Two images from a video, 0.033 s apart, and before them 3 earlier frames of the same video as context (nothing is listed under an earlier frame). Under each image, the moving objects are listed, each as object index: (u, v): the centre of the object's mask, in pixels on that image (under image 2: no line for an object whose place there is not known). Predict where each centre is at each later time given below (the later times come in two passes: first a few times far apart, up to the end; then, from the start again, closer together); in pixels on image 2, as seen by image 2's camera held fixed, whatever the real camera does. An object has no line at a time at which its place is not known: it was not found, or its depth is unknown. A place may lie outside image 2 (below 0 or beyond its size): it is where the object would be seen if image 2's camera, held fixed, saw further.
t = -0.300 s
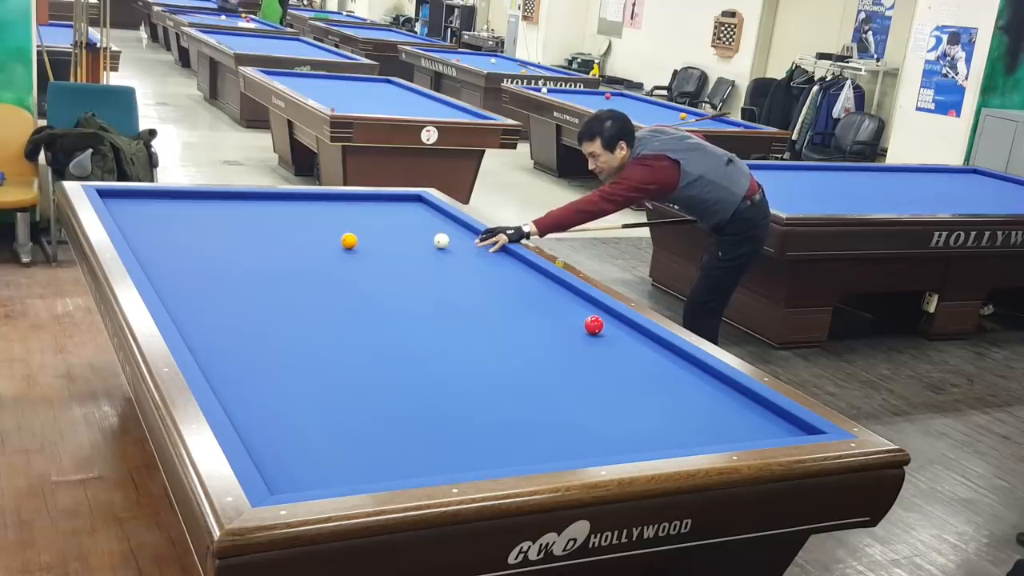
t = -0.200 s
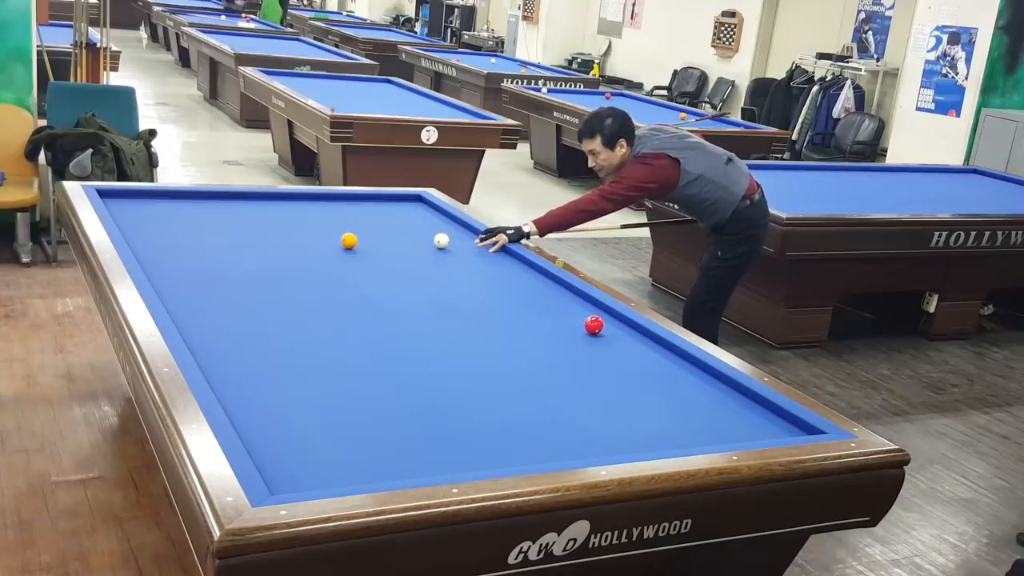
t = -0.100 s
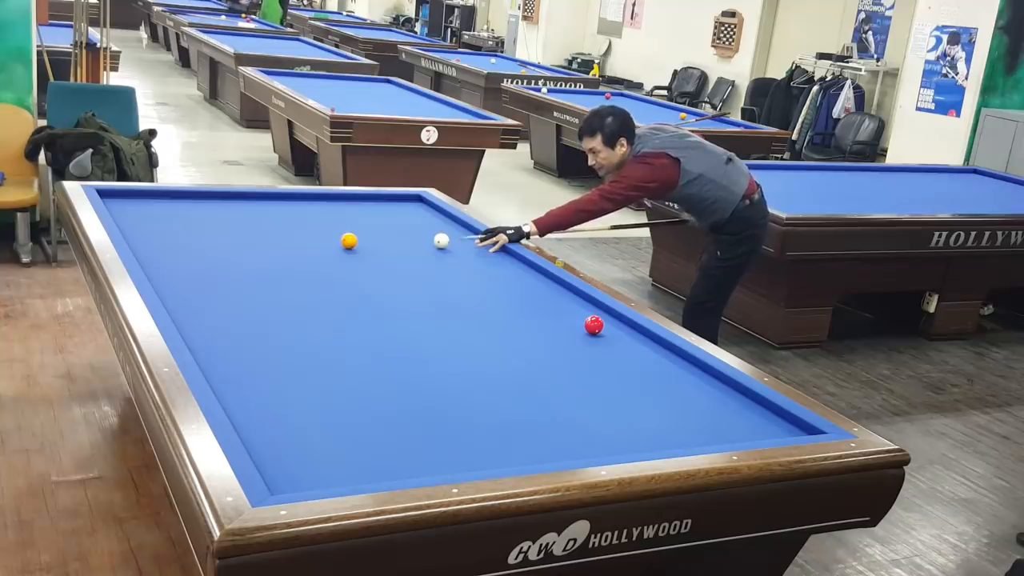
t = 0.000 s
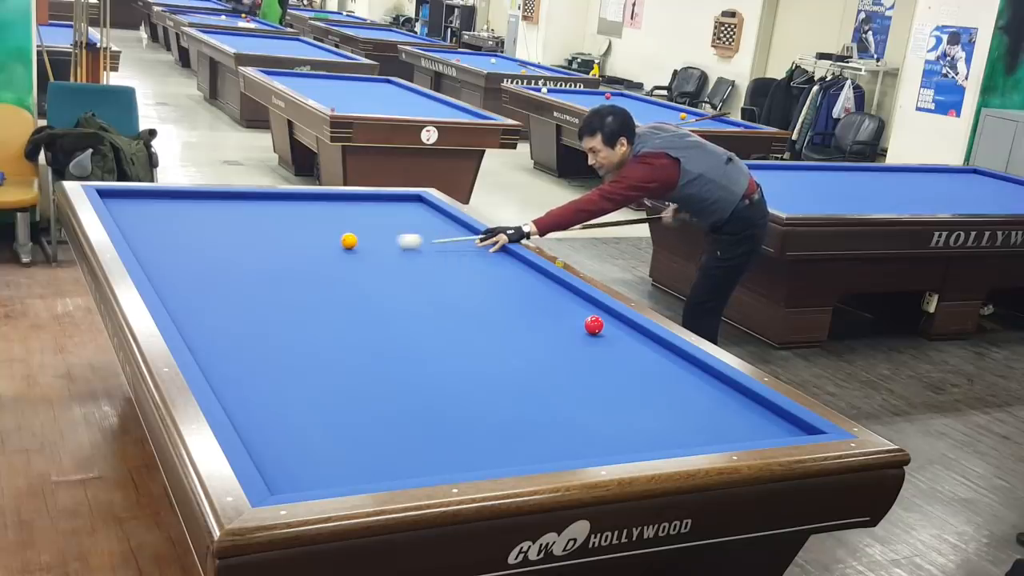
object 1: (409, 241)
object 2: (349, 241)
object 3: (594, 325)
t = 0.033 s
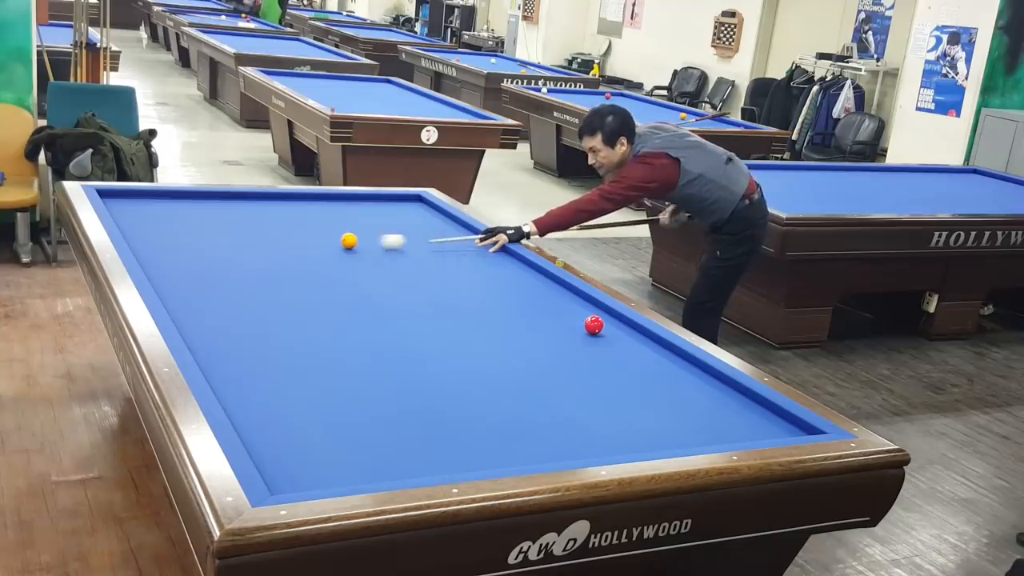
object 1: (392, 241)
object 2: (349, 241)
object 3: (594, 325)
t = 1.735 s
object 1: (302, 364)
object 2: (234, 196)
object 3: (594, 325)
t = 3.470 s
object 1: (602, 391)
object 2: (422, 211)
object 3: (594, 325)
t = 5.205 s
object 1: (603, 320)
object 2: (392, 226)
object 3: (567, 321)
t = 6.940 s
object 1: (568, 301)
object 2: (340, 238)
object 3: (473, 311)
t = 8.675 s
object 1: (552, 295)
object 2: (306, 247)
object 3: (420, 305)
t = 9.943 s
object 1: (553, 295)
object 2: (295, 249)
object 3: (406, 303)
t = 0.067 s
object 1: (376, 242)
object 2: (349, 241)
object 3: (594, 325)
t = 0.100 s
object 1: (364, 243)
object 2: (344, 239)
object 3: (594, 325)
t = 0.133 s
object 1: (361, 245)
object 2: (330, 238)
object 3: (594, 325)
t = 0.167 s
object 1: (359, 247)
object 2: (316, 236)
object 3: (594, 325)
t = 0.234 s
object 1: (352, 251)
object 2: (291, 234)
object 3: (594, 325)
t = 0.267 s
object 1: (347, 253)
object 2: (279, 232)
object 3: (594, 325)
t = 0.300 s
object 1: (343, 255)
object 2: (268, 231)
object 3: (594, 325)
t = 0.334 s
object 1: (338, 257)
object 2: (258, 230)
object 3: (594, 325)
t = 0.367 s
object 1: (333, 258)
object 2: (248, 229)
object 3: (594, 325)
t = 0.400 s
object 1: (328, 261)
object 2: (238, 228)
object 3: (594, 325)
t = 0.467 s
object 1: (318, 265)
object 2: (219, 225)
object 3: (594, 325)
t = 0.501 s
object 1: (313, 267)
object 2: (209, 224)
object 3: (594, 325)
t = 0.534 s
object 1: (308, 269)
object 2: (199, 223)
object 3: (594, 325)
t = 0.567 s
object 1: (302, 271)
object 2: (190, 222)
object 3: (594, 325)
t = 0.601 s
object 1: (297, 273)
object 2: (180, 220)
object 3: (594, 325)
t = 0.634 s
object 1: (292, 275)
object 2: (170, 219)
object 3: (594, 325)
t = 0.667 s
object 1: (286, 277)
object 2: (161, 218)
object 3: (594, 325)
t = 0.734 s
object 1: (275, 282)
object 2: (142, 216)
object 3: (594, 325)
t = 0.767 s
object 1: (269, 284)
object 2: (132, 215)
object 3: (594, 325)
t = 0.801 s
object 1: (263, 286)
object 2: (123, 213)
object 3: (594, 325)
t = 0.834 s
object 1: (257, 289)
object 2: (118, 212)
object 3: (594, 325)
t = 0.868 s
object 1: (251, 291)
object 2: (124, 212)
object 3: (594, 325)
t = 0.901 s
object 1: (245, 294)
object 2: (130, 211)
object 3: (594, 325)
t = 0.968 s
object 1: (232, 299)
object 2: (142, 210)
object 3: (594, 325)
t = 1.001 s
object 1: (226, 301)
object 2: (146, 209)
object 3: (594, 325)
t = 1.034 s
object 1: (219, 304)
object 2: (151, 209)
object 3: (594, 325)
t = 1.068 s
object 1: (212, 307)
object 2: (155, 208)
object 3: (594, 325)
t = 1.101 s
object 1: (206, 310)
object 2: (160, 207)
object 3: (594, 325)
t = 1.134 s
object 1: (198, 312)
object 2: (164, 206)
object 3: (594, 325)
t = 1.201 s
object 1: (184, 318)
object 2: (172, 205)
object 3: (594, 325)
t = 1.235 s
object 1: (184, 320)
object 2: (177, 205)
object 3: (594, 325)
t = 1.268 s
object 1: (193, 323)
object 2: (181, 204)
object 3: (594, 325)
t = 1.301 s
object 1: (202, 326)
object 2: (185, 203)
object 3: (594, 325)
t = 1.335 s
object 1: (210, 329)
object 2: (189, 203)
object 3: (594, 325)
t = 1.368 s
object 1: (217, 332)
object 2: (193, 202)
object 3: (594, 325)
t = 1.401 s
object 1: (224, 335)
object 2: (197, 202)
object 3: (594, 325)
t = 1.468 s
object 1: (239, 340)
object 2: (205, 200)
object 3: (594, 325)
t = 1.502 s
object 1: (247, 343)
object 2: (209, 200)
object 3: (594, 325)
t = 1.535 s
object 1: (255, 346)
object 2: (212, 199)
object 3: (594, 325)
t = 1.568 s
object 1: (262, 349)
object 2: (216, 199)
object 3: (594, 325)
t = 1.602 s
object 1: (270, 352)
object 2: (220, 198)
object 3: (594, 325)
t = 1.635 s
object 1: (278, 355)
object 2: (224, 198)
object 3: (594, 325)
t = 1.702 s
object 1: (293, 361)
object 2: (231, 197)
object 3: (594, 325)
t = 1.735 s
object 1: (302, 364)
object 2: (234, 196)
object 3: (594, 325)
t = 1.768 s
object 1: (310, 367)
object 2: (238, 196)
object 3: (594, 325)
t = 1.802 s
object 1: (318, 370)
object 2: (241, 195)
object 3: (594, 325)
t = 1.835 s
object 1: (326, 373)
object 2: (245, 195)
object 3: (594, 325)
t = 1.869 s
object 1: (334, 376)
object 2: (249, 194)
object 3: (594, 325)
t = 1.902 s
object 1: (342, 380)
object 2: (253, 195)
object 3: (594, 325)
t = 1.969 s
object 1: (359, 386)
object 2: (260, 196)
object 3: (594, 325)
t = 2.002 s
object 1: (367, 389)
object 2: (264, 196)
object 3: (594, 325)
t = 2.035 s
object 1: (376, 393)
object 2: (268, 196)
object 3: (594, 325)
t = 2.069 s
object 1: (384, 396)
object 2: (272, 197)
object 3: (594, 325)
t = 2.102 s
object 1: (393, 399)
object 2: (276, 197)
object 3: (594, 325)
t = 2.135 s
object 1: (402, 403)
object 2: (280, 197)
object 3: (594, 325)
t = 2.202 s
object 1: (419, 410)
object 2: (288, 198)
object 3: (594, 325)
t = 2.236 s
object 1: (428, 413)
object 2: (291, 198)
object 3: (594, 325)
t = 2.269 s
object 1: (437, 417)
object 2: (295, 199)
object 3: (594, 325)
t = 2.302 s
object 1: (446, 420)
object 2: (299, 199)
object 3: (594, 325)
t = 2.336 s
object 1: (456, 424)
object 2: (303, 200)
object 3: (594, 325)
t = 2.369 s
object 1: (465, 427)
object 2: (306, 200)
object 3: (594, 325)
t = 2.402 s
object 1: (474, 431)
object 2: (310, 200)
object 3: (594, 325)
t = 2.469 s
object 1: (493, 438)
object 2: (317, 201)
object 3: (594, 325)
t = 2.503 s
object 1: (503, 442)
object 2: (321, 201)
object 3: (594, 325)
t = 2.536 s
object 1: (512, 446)
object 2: (325, 202)
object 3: (594, 325)
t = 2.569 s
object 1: (522, 450)
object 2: (329, 202)
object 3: (594, 325)
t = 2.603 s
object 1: (531, 452)
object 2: (332, 202)
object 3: (594, 325)
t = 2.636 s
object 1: (541, 455)
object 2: (336, 203)
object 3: (594, 325)
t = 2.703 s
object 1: (551, 452)
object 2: (343, 203)
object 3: (594, 325)
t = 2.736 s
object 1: (553, 450)
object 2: (346, 204)
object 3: (594, 325)
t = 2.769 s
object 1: (555, 447)
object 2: (350, 204)
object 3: (594, 325)
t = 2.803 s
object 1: (558, 444)
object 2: (354, 205)
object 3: (593, 325)
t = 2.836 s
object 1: (560, 441)
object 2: (357, 205)
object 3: (593, 325)
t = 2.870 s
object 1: (563, 438)
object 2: (361, 205)
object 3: (593, 325)
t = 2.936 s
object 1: (568, 432)
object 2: (368, 206)
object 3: (594, 325)
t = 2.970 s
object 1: (571, 429)
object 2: (371, 206)
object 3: (594, 325)
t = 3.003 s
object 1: (573, 426)
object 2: (375, 206)
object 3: (594, 325)
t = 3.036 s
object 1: (575, 423)
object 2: (378, 207)
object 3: (594, 325)
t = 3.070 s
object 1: (577, 421)
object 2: (382, 207)
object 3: (594, 325)
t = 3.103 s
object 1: (580, 418)
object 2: (385, 207)
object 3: (594, 325)
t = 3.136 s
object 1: (582, 415)
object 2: (389, 208)
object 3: (594, 325)
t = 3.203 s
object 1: (586, 410)
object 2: (395, 208)
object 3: (594, 324)
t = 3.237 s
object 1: (588, 408)
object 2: (398, 209)
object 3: (594, 324)
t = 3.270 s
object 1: (590, 405)
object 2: (402, 209)
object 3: (594, 324)
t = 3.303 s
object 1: (592, 403)
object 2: (405, 209)
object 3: (594, 324)
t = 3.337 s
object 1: (594, 400)
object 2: (408, 210)
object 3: (594, 324)
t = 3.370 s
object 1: (596, 398)
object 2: (412, 210)
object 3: (594, 324)
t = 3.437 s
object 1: (600, 393)
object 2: (418, 211)
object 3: (594, 324)
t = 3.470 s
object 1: (602, 391)
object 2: (422, 211)
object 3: (594, 325)
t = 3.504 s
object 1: (604, 389)
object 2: (425, 211)
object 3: (594, 325)
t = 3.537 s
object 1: (605, 387)
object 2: (428, 212)
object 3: (594, 325)
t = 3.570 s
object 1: (607, 385)
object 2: (431, 212)
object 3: (594, 325)
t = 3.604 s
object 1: (609, 382)
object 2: (435, 212)
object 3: (594, 324)
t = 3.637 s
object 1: (611, 380)
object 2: (438, 212)
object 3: (594, 325)
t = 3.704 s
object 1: (614, 376)
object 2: (443, 213)
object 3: (594, 325)
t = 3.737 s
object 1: (616, 374)
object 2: (443, 213)
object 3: (594, 325)
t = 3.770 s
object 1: (618, 372)
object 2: (442, 213)
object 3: (594, 325)
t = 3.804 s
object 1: (619, 370)
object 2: (441, 214)
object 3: (594, 325)
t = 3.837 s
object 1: (621, 368)
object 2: (439, 214)
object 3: (594, 325)
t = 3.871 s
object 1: (623, 366)
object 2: (438, 214)
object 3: (594, 325)
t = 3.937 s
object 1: (626, 363)
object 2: (436, 215)
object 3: (594, 325)
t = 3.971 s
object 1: (627, 361)
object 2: (434, 215)
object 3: (594, 325)
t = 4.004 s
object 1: (629, 359)
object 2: (433, 216)
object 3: (594, 325)
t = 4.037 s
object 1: (630, 357)
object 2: (432, 216)
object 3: (594, 325)
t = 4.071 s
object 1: (632, 356)
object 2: (431, 216)
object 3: (594, 324)
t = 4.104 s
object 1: (633, 354)
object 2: (430, 217)
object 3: (594, 324)
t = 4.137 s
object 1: (635, 352)
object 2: (428, 217)
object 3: (594, 325)
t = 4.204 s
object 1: (637, 349)
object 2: (427, 218)
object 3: (594, 325)
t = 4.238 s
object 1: (639, 347)
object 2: (425, 218)
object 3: (594, 325)
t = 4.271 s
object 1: (640, 346)
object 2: (424, 218)
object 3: (594, 325)
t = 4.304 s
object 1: (641, 344)
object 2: (423, 218)
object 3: (594, 325)
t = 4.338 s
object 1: (643, 342)
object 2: (422, 219)
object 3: (594, 325)
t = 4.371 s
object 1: (644, 341)
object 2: (420, 219)
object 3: (594, 325)
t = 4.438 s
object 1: (647, 338)
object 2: (418, 220)
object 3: (594, 324)
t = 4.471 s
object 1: (648, 336)
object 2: (417, 220)
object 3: (594, 324)
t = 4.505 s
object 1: (648, 335)
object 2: (416, 220)
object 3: (594, 324)
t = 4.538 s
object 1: (643, 334)
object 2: (415, 221)
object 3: (594, 324)
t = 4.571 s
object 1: (640, 333)
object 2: (414, 221)
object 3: (594, 324)
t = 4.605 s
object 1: (636, 332)
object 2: (413, 221)
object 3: (594, 324)
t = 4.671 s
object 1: (628, 330)
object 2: (410, 222)
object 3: (594, 324)
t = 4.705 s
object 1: (625, 330)
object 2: (409, 222)
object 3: (594, 324)
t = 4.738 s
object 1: (621, 328)
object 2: (408, 222)
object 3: (594, 324)
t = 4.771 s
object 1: (617, 328)
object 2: (407, 223)
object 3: (593, 324)
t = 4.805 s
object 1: (614, 327)
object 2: (406, 223)
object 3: (593, 324)
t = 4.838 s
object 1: (612, 326)
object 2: (404, 223)
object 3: (592, 324)
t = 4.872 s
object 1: (611, 325)
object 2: (403, 224)
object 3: (589, 324)
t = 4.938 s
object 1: (610, 324)
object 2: (401, 224)
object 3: (584, 323)
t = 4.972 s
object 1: (609, 324)
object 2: (400, 225)
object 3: (581, 323)
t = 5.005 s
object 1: (608, 323)
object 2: (399, 225)
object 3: (580, 323)
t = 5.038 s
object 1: (607, 323)
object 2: (398, 225)
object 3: (577, 323)
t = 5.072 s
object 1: (606, 322)
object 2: (397, 225)
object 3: (575, 322)
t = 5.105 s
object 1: (605, 322)
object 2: (396, 226)
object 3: (573, 322)
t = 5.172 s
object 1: (604, 321)
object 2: (393, 226)
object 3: (569, 322)
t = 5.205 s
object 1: (603, 320)
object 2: (392, 226)
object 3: (567, 321)
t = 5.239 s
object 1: (602, 320)
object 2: (391, 227)
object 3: (564, 321)
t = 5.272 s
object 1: (601, 319)
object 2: (390, 227)
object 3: (562, 321)
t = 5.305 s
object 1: (601, 319)
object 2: (389, 227)
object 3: (560, 321)
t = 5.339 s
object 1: (600, 318)
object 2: (388, 228)
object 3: (558, 320)
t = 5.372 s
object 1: (599, 318)
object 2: (387, 228)
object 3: (556, 320)
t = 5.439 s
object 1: (597, 317)
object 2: (385, 228)
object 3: (552, 320)
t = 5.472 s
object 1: (596, 316)
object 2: (383, 229)
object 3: (550, 319)
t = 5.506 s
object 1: (596, 316)
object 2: (383, 229)
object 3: (548, 319)
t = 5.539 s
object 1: (595, 315)
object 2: (381, 229)
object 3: (546, 319)
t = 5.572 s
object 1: (594, 315)
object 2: (380, 229)
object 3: (544, 319)
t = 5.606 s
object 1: (594, 314)
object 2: (379, 229)
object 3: (542, 318)
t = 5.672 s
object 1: (592, 313)
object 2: (377, 230)
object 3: (538, 318)
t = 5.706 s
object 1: (591, 313)
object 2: (376, 230)
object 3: (536, 318)
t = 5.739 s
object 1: (591, 312)
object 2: (375, 230)
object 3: (534, 318)
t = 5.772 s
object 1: (590, 312)
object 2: (374, 231)
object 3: (532, 317)
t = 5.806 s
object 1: (589, 312)
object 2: (373, 231)
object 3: (530, 317)
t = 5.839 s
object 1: (589, 311)
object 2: (372, 231)
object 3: (528, 317)
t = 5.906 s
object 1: (587, 311)
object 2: (370, 232)
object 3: (525, 317)
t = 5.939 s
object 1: (586, 310)
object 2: (369, 232)
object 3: (523, 316)
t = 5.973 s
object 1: (586, 310)
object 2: (368, 232)
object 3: (521, 316)
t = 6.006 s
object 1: (585, 309)
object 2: (366, 232)
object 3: (519, 316)
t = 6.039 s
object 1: (584, 309)
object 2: (366, 233)
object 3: (517, 316)
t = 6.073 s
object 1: (584, 309)
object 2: (365, 233)
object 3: (515, 315)
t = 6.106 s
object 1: (583, 308)
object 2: (363, 233)
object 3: (514, 315)
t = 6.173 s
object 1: (581, 307)
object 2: (361, 234)
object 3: (510, 315)
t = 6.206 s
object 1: (581, 307)
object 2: (361, 234)
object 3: (508, 315)
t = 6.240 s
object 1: (580, 307)
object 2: (359, 234)
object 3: (507, 314)
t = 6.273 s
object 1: (580, 306)
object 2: (358, 234)
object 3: (505, 314)
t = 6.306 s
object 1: (579, 306)
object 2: (357, 235)
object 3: (503, 314)
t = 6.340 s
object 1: (578, 306)
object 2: (357, 235)
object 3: (501, 314)
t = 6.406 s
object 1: (577, 305)
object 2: (355, 235)
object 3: (498, 313)
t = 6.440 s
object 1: (577, 305)
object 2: (354, 235)
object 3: (496, 313)
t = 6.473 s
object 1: (576, 304)
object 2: (353, 236)
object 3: (495, 313)
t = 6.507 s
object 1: (576, 304)
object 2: (352, 236)
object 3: (493, 313)
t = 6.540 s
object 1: (575, 304)
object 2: (351, 236)
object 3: (492, 313)
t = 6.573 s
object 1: (574, 304)
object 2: (350, 236)
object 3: (490, 312)
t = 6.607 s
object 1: (574, 303)
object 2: (349, 236)
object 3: (489, 312)
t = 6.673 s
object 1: (573, 303)
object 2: (347, 237)
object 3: (485, 312)
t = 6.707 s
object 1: (572, 302)
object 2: (346, 237)
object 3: (484, 312)
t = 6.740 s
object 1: (571, 302)
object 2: (345, 237)
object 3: (482, 311)
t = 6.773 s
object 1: (571, 302)
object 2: (345, 237)
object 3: (481, 311)
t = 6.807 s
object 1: (570, 302)
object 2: (344, 237)
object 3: (479, 311)
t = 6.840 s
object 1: (570, 301)
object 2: (343, 238)
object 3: (478, 311)
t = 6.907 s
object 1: (569, 301)
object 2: (341, 238)
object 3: (475, 311)
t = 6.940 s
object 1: (568, 301)
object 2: (340, 238)
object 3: (473, 311)
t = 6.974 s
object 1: (567, 300)
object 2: (339, 239)
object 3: (472, 311)
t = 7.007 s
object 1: (567, 300)
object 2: (338, 239)
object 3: (471, 310)
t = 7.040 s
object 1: (567, 300)
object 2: (338, 239)
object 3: (469, 310)
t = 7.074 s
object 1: (566, 300)
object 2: (337, 239)
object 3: (468, 310)
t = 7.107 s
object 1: (565, 300)
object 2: (336, 239)
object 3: (467, 310)
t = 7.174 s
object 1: (565, 299)
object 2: (335, 240)
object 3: (464, 310)
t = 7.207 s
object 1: (564, 299)
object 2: (334, 240)
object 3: (463, 309)
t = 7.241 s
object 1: (564, 299)
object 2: (333, 240)
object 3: (461, 309)
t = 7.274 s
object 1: (563, 299)
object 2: (332, 240)
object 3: (460, 309)
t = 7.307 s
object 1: (563, 298)
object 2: (331, 240)
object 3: (459, 309)
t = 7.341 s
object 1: (562, 298)
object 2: (331, 241)
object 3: (457, 309)
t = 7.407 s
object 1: (561, 298)
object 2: (329, 241)
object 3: (455, 309)
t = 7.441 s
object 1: (561, 298)
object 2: (328, 241)
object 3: (454, 308)
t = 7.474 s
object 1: (561, 297)
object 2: (328, 241)
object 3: (453, 308)
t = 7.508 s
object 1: (560, 297)
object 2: (327, 241)
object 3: (452, 308)
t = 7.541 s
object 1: (560, 297)
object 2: (326, 242)
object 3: (451, 308)
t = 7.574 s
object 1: (560, 297)
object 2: (325, 242)
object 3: (449, 308)
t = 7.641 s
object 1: (559, 297)
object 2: (324, 242)
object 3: (447, 308)
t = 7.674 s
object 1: (559, 297)
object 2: (323, 242)
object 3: (446, 308)
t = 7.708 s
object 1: (558, 296)
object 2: (322, 242)
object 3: (445, 308)
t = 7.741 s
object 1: (558, 296)
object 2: (322, 243)
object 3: (444, 307)
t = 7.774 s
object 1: (558, 296)
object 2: (321, 243)
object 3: (443, 307)
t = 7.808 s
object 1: (557, 296)
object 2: (320, 243)
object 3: (442, 307)
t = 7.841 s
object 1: (557, 296)
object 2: (320, 243)
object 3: (441, 307)
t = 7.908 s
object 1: (556, 296)
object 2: (318, 243)
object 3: (438, 307)
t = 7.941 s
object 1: (556, 296)
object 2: (318, 243)
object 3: (438, 307)
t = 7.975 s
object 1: (556, 296)
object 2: (317, 243)
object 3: (437, 307)
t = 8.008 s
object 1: (556, 296)
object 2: (317, 244)
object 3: (436, 307)
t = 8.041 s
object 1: (555, 295)
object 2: (316, 244)
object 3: (435, 307)
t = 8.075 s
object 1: (555, 295)
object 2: (315, 244)
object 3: (434, 306)
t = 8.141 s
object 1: (554, 295)
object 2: (314, 244)
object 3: (432, 306)
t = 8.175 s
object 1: (554, 295)
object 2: (313, 244)
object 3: (431, 306)
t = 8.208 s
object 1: (554, 295)
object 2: (313, 245)
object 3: (430, 306)
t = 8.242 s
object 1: (554, 295)
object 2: (312, 245)
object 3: (429, 306)
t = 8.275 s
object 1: (554, 295)
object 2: (312, 245)
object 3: (428, 306)
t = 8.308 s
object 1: (553, 295)
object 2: (311, 245)
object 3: (428, 306)
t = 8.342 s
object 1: (553, 295)
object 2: (311, 245)
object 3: (427, 306)
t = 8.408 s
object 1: (553, 294)
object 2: (310, 245)
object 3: (425, 305)
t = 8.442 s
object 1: (553, 294)
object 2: (309, 245)
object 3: (424, 305)
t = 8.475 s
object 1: (553, 294)
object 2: (308, 245)
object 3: (424, 305)
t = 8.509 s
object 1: (553, 294)
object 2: (308, 246)
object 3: (423, 305)
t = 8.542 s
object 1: (553, 294)
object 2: (307, 246)
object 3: (422, 305)
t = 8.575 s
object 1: (552, 294)
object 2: (307, 246)
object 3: (422, 305)
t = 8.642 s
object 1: (552, 294)
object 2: (306, 246)
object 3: (420, 305)
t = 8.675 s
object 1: (552, 295)
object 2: (306, 247)
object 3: (420, 305)
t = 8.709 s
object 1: (552, 295)
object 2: (305, 247)
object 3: (419, 305)
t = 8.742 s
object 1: (552, 295)
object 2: (305, 247)
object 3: (418, 305)
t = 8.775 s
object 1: (552, 295)
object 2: (304, 247)
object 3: (418, 305)
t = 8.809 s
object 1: (552, 295)
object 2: (304, 247)
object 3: (417, 305)
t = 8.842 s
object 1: (552, 295)
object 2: (304, 247)
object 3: (417, 305)
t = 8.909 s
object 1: (552, 294)
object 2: (303, 247)
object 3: (416, 305)
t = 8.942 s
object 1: (552, 294)
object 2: (303, 247)
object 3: (415, 305)
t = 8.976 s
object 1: (552, 295)
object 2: (302, 247)
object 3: (414, 305)
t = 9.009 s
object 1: (552, 294)
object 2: (302, 247)
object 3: (414, 305)
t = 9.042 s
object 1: (552, 294)
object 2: (301, 248)
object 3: (413, 305)
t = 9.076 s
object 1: (552, 294)
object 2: (301, 248)
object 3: (413, 304)
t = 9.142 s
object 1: (553, 295)
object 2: (300, 248)
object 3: (412, 304)
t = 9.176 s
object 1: (553, 295)
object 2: (300, 248)
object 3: (411, 304)
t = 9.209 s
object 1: (553, 295)
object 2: (300, 248)
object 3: (411, 304)
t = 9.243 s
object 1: (553, 295)
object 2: (299, 248)
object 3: (411, 304)
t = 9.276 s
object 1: (553, 295)
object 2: (299, 248)
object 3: (410, 304)
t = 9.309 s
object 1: (553, 295)
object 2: (299, 248)
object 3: (410, 304)
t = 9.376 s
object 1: (553, 295)
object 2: (299, 248)
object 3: (409, 304)
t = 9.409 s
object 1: (553, 295)
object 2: (298, 248)
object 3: (409, 304)
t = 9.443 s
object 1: (553, 295)
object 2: (298, 248)
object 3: (408, 304)
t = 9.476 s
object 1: (553, 295)
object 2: (298, 248)
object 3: (408, 304)
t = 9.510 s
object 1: (553, 295)
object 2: (297, 248)
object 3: (408, 304)
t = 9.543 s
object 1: (553, 295)
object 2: (297, 248)
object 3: (407, 304)
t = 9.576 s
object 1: (553, 295)
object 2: (297, 248)
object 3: (407, 304)
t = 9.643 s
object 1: (553, 295)
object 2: (296, 248)
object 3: (407, 304)
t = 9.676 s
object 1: (553, 295)
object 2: (296, 248)
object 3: (407, 303)
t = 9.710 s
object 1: (553, 295)
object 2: (296, 248)
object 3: (407, 303)
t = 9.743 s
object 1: (553, 295)
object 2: (296, 248)
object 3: (406, 303)
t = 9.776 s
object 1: (553, 295)
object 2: (296, 249)
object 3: (406, 304)
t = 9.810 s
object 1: (553, 295)
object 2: (296, 249)
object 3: (406, 304)
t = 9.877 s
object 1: (553, 295)
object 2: (295, 249)
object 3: (406, 304)
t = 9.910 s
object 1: (553, 295)
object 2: (295, 249)
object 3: (406, 304)
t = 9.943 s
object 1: (553, 295)
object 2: (295, 249)
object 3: (406, 303)
